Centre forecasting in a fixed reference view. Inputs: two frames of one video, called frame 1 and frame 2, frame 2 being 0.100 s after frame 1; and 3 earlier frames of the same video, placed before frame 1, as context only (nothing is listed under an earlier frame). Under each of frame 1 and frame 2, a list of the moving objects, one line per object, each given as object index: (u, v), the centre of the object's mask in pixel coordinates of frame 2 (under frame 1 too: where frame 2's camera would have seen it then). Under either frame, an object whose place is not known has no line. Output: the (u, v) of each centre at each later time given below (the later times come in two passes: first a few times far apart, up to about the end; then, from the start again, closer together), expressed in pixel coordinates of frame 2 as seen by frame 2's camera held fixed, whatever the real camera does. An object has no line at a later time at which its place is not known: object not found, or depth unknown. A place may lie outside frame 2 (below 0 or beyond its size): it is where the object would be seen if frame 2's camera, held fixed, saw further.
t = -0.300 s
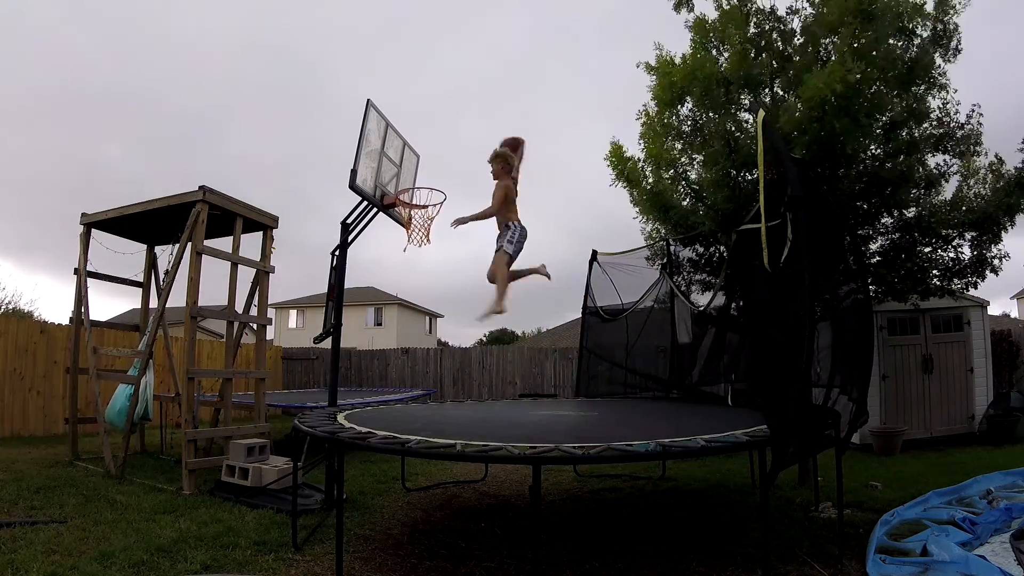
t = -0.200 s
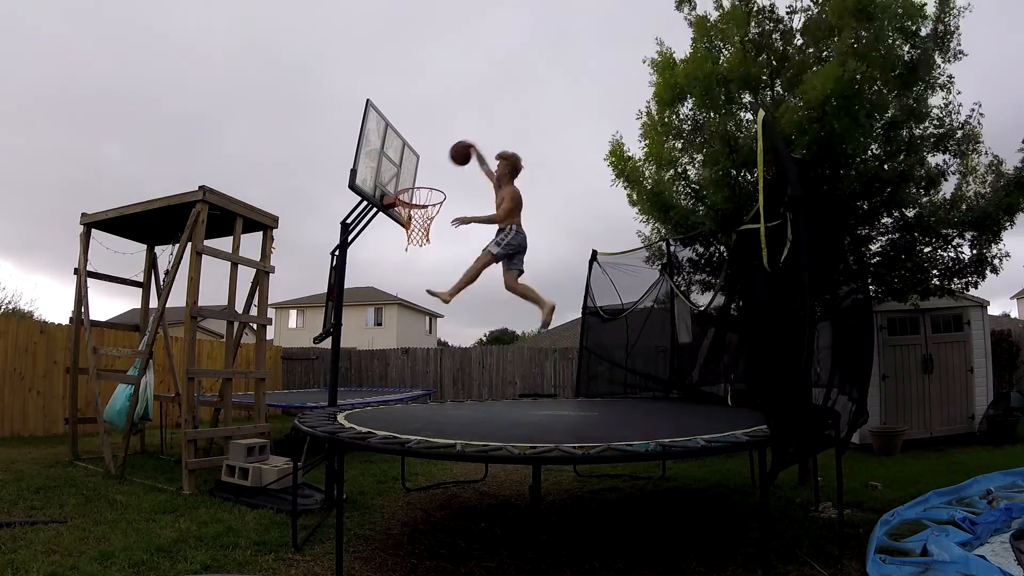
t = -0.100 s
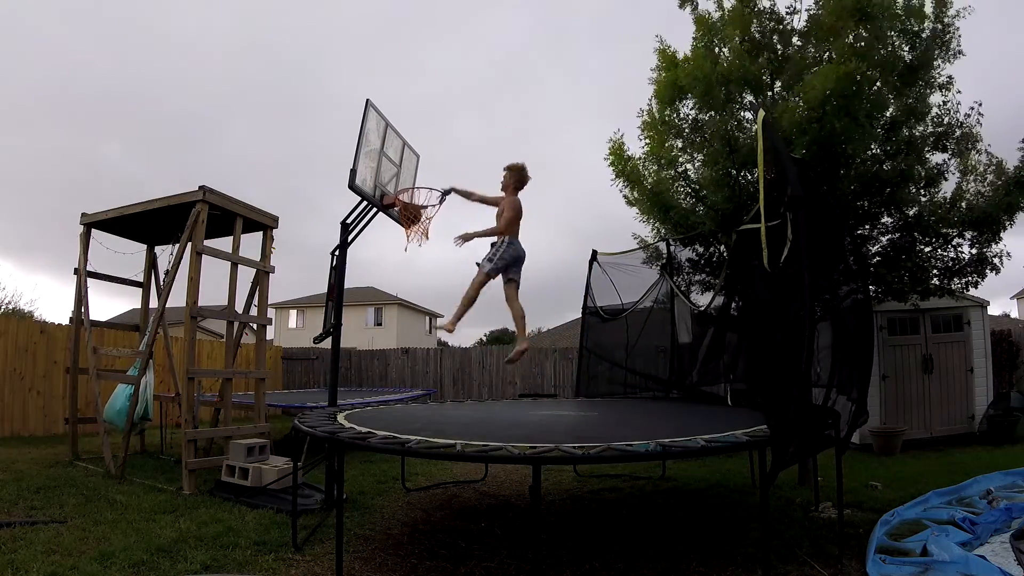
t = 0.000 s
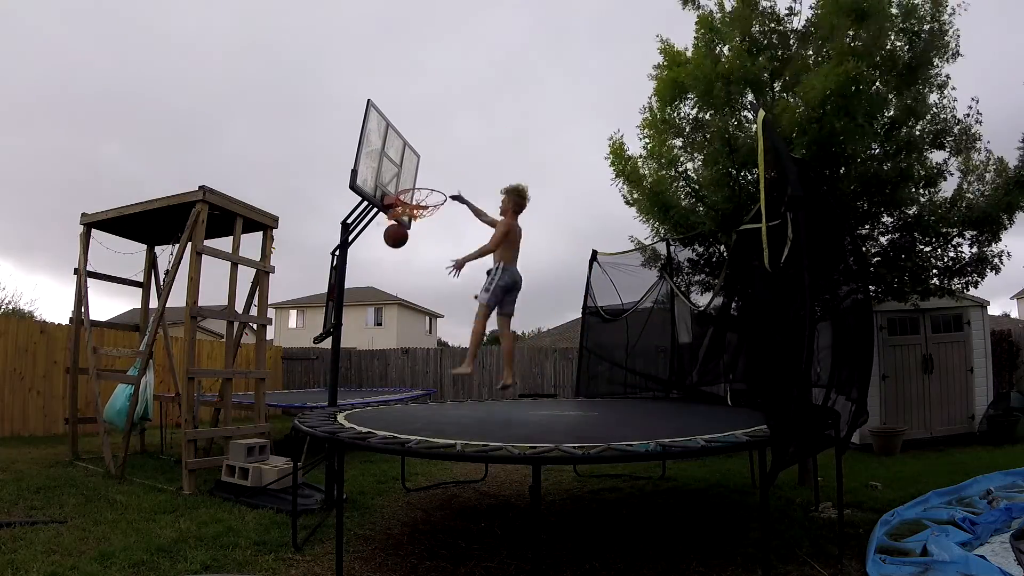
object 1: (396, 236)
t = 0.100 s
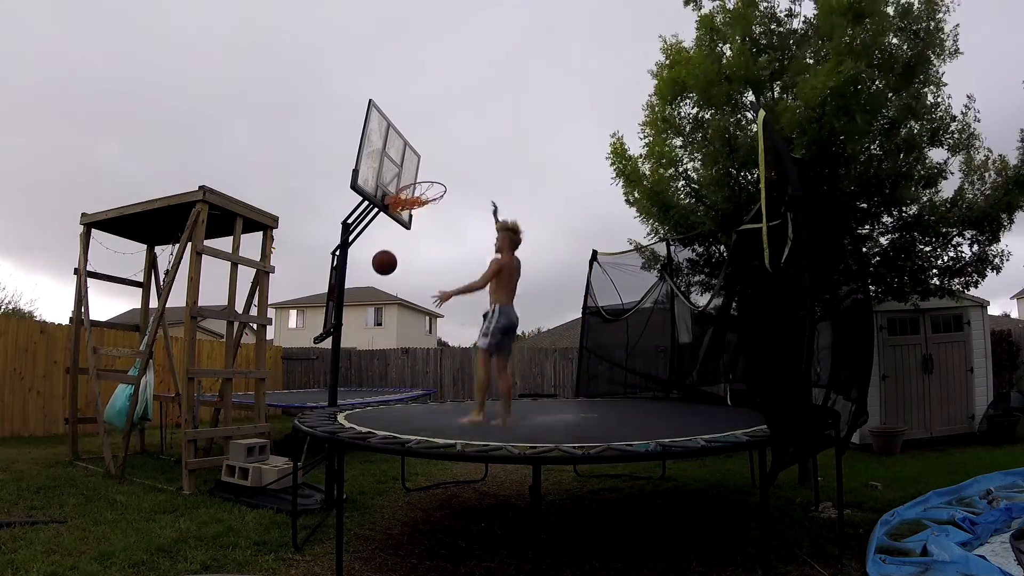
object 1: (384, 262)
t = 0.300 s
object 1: (360, 354)
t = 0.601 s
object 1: (367, 342)
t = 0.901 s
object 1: (390, 311)
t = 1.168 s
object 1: (408, 365)
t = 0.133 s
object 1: (380, 274)
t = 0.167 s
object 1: (376, 287)
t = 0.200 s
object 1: (372, 302)
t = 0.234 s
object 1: (368, 318)
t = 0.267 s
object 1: (364, 334)
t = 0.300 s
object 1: (360, 354)
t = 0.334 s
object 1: (354, 372)
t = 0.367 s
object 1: (351, 396)
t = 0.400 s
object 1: (350, 411)
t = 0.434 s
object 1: (353, 404)
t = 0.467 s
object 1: (355, 388)
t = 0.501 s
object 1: (359, 375)
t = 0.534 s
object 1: (362, 362)
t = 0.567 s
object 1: (364, 352)
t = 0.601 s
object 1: (367, 342)
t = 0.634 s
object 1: (370, 334)
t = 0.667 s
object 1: (372, 327)
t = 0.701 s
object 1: (375, 321)
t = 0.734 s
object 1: (378, 316)
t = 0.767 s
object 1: (380, 313)
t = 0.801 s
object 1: (383, 311)
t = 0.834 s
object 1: (385, 310)
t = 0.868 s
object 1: (388, 310)
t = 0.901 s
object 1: (390, 311)
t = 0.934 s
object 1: (392, 313)
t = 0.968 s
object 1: (395, 317)
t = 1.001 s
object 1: (397, 322)
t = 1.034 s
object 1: (399, 328)
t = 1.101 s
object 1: (404, 344)
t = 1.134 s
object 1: (406, 353)
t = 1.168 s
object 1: (408, 365)
